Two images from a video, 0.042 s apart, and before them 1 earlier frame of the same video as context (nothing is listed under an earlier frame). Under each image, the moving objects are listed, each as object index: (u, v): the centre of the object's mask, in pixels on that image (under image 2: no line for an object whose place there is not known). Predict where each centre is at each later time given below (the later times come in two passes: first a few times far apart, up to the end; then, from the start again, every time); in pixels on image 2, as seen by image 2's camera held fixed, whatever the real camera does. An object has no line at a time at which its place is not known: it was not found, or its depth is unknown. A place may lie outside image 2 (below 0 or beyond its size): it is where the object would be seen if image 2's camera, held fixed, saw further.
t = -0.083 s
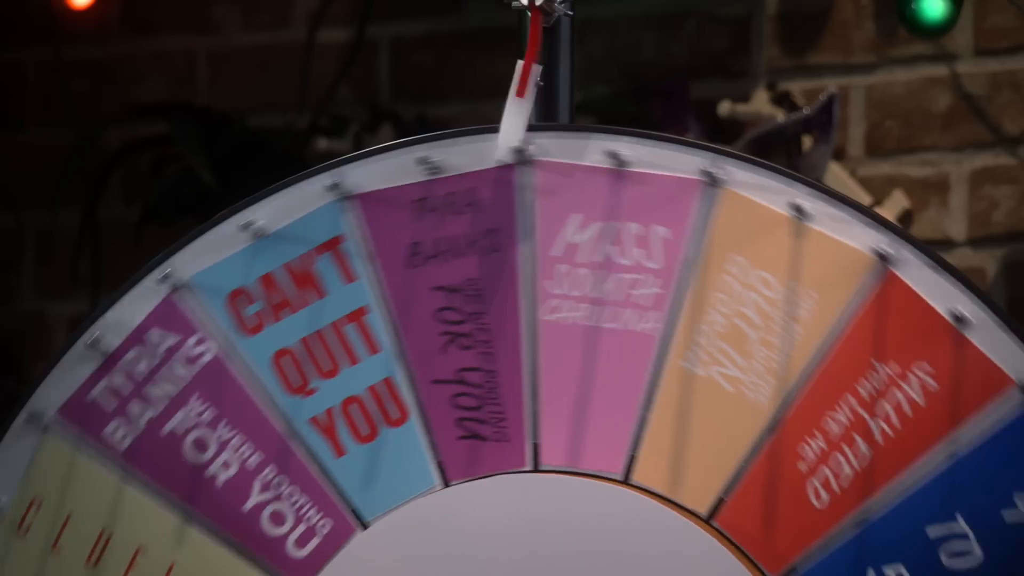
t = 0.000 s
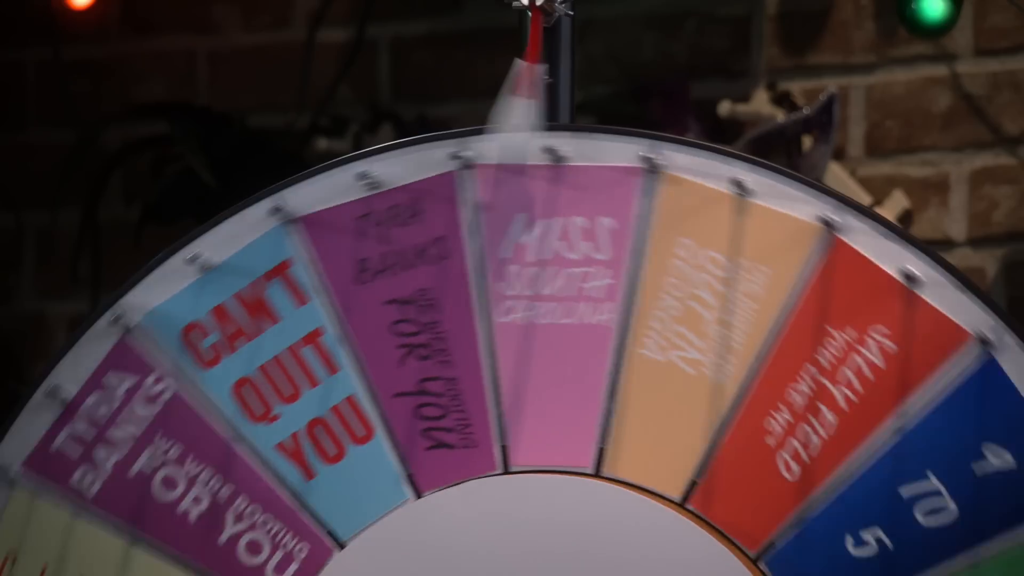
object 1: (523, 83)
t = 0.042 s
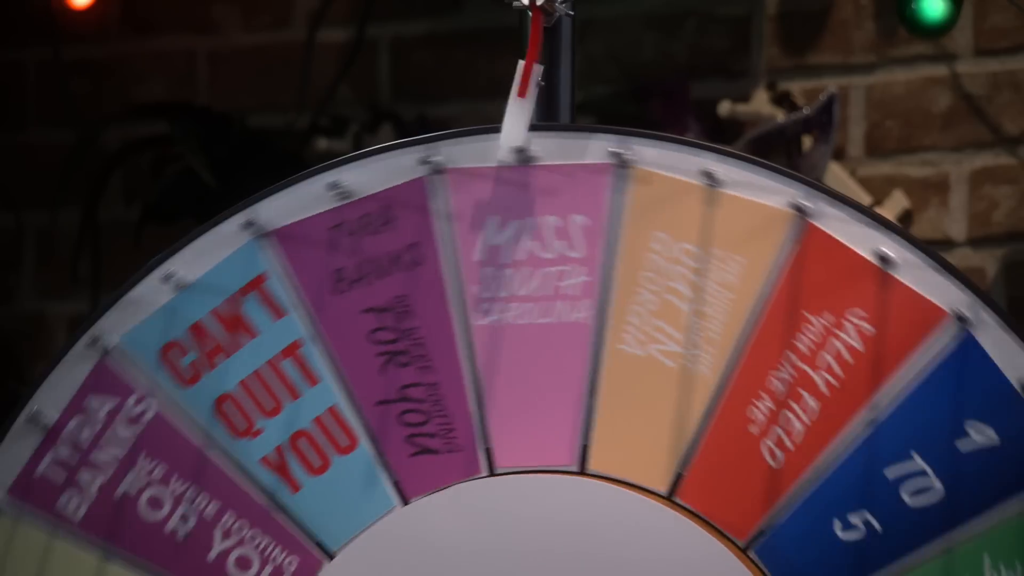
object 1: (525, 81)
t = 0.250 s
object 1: (519, 83)
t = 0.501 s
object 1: (510, 83)
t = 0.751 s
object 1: (516, 82)
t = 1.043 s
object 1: (536, 81)
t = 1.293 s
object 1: (515, 83)
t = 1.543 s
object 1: (527, 77)
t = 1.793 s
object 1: (521, 82)
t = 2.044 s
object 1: (515, 82)
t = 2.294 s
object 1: (522, 81)
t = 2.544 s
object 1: (530, 81)
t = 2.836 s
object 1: (534, 78)
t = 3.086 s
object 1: (534, 80)
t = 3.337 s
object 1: (535, 77)
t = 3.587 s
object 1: (535, 79)
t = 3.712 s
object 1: (538, 75)
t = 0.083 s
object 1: (513, 85)
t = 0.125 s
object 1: (524, 83)
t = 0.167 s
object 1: (524, 86)
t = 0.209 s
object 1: (514, 84)
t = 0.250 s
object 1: (519, 83)
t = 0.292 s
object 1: (525, 81)
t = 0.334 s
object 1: (513, 84)
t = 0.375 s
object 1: (520, 81)
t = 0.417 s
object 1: (525, 82)
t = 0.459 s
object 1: (514, 84)
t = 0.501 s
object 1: (510, 83)
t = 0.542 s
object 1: (527, 85)
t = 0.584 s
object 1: (519, 84)
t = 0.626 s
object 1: (509, 84)
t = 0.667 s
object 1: (535, 81)
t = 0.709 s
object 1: (524, 85)
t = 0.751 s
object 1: (516, 82)
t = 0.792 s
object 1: (509, 83)
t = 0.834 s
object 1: (535, 78)
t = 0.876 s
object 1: (524, 86)
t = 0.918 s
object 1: (518, 82)
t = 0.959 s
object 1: (511, 82)
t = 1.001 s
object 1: (512, 77)
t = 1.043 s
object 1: (536, 81)
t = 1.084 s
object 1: (524, 91)
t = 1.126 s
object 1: (528, 86)
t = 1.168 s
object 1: (524, 85)
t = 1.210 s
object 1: (521, 84)
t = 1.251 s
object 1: (518, 83)
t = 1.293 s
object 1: (515, 83)
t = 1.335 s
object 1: (513, 82)
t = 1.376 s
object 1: (511, 82)
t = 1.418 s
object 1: (509, 82)
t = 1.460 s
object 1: (514, 77)
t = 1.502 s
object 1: (541, 76)
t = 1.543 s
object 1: (527, 77)
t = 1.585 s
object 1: (537, 82)
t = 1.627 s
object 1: (531, 84)
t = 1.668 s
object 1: (532, 81)
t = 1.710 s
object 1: (527, 83)
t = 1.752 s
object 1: (524, 83)
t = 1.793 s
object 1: (521, 82)
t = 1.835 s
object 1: (518, 82)
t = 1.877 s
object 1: (517, 82)
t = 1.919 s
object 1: (516, 82)
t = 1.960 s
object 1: (515, 82)
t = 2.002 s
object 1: (515, 83)
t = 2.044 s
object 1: (515, 82)
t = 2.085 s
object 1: (516, 82)
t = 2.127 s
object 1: (517, 81)
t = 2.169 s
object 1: (518, 82)
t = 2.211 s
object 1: (519, 81)
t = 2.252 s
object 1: (520, 82)
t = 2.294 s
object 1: (522, 81)
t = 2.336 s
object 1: (523, 81)
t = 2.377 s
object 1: (524, 80)
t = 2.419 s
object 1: (525, 80)
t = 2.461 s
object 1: (527, 80)
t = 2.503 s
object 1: (528, 80)
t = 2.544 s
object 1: (530, 81)
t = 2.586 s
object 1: (532, 81)
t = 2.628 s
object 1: (533, 80)
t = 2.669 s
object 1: (533, 81)
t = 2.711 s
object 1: (534, 77)
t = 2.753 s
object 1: (534, 77)
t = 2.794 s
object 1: (535, 77)
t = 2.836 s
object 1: (534, 78)
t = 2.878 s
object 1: (534, 78)
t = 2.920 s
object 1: (534, 77)
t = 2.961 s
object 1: (534, 78)
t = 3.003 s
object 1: (534, 81)
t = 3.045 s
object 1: (534, 80)
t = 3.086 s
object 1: (534, 80)
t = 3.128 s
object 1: (534, 80)
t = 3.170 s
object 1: (535, 80)
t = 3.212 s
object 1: (535, 80)
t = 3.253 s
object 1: (535, 77)
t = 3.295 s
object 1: (535, 80)
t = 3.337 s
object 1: (535, 77)
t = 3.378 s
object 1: (535, 77)
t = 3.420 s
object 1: (534, 80)
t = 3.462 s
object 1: (534, 80)
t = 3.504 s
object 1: (534, 79)
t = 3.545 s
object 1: (534, 79)
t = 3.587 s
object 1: (535, 79)
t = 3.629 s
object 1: (536, 79)
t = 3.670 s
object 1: (537, 78)
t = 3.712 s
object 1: (538, 75)
